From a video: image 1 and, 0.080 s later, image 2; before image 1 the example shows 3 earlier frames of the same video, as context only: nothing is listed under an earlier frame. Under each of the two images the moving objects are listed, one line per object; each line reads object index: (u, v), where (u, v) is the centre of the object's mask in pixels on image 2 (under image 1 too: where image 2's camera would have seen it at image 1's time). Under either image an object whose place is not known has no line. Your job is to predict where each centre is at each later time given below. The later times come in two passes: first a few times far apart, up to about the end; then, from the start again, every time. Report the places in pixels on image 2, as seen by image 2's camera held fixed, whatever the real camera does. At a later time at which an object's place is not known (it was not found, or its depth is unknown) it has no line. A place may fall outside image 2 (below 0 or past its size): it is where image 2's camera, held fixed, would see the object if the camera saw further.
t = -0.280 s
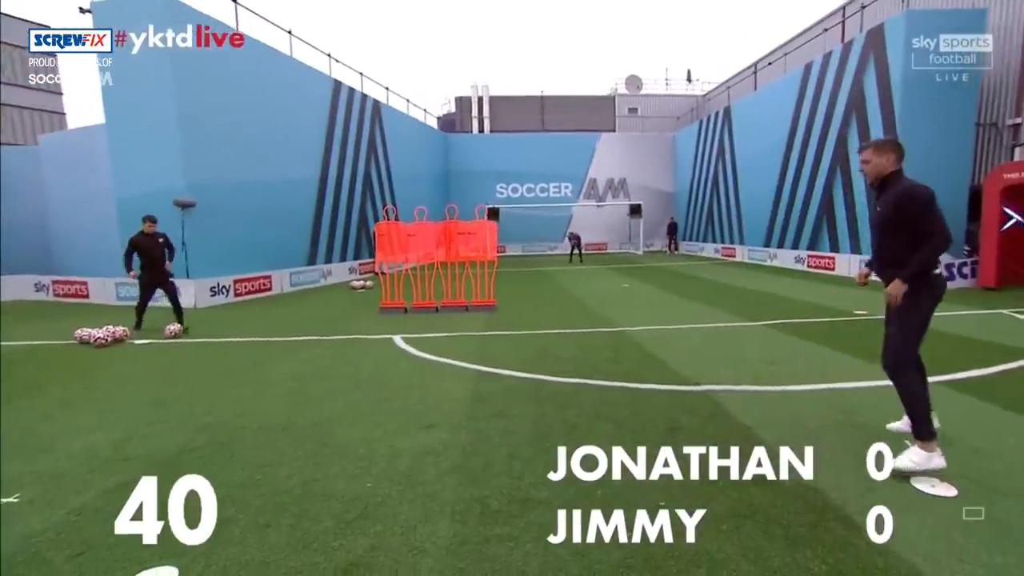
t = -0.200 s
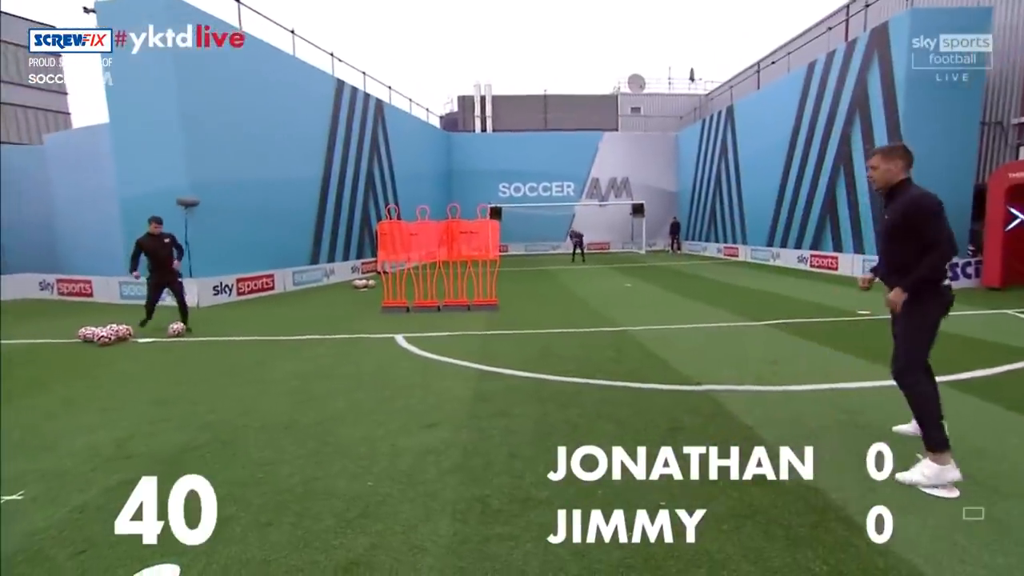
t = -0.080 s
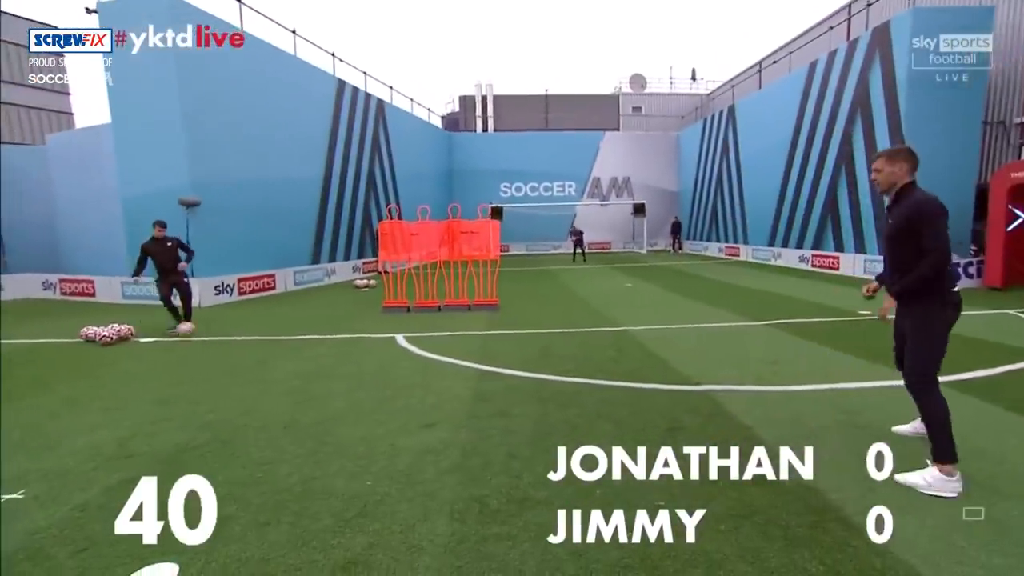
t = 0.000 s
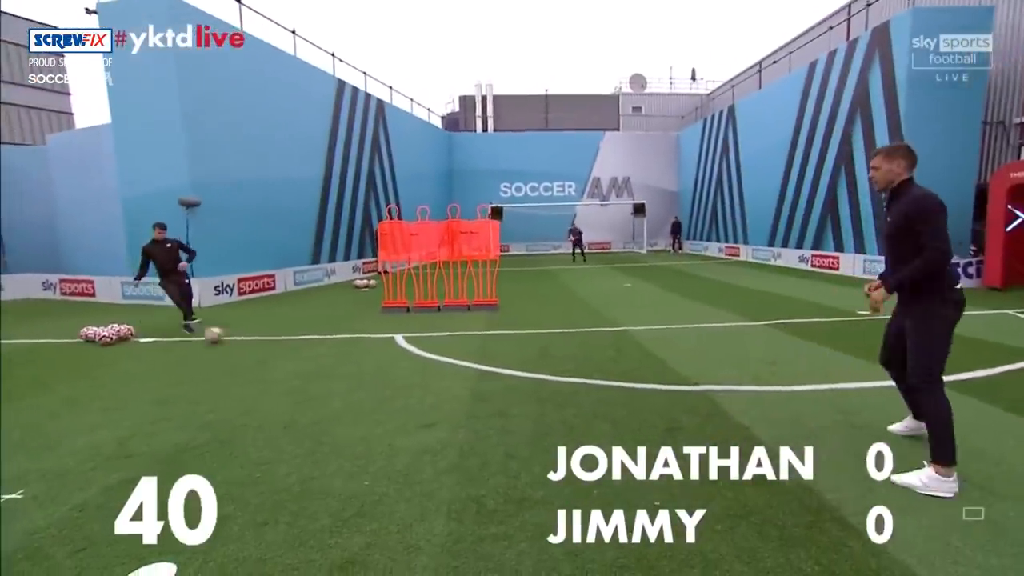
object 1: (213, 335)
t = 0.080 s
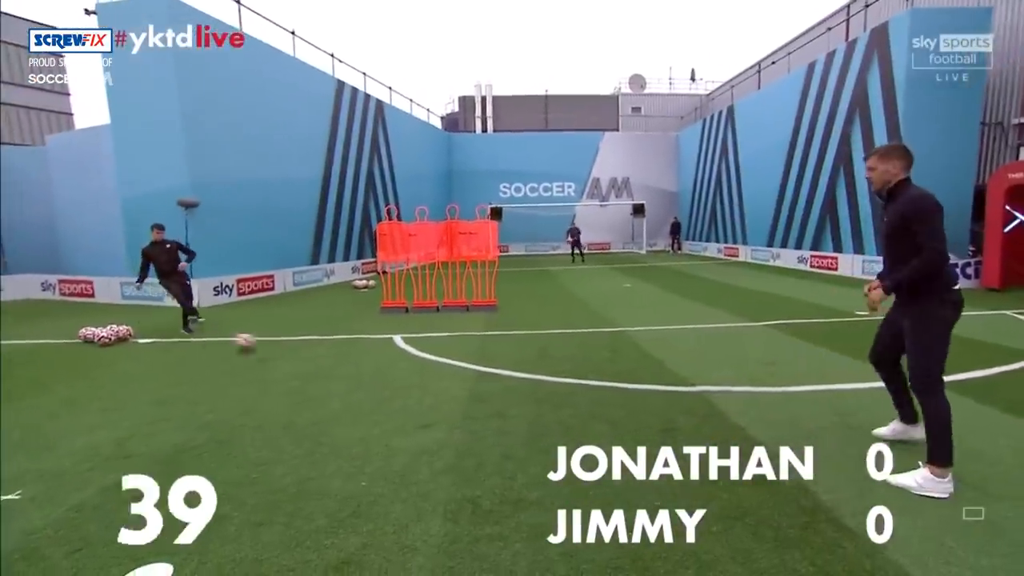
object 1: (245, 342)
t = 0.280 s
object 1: (337, 361)
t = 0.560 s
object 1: (518, 396)
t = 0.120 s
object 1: (260, 345)
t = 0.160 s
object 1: (278, 349)
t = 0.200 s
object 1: (298, 356)
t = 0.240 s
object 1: (316, 358)
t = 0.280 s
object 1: (337, 361)
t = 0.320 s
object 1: (360, 367)
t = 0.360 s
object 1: (383, 372)
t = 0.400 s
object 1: (406, 375)
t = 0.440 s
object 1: (432, 380)
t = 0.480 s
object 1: (460, 387)
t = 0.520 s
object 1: (488, 392)
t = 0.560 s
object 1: (518, 396)
